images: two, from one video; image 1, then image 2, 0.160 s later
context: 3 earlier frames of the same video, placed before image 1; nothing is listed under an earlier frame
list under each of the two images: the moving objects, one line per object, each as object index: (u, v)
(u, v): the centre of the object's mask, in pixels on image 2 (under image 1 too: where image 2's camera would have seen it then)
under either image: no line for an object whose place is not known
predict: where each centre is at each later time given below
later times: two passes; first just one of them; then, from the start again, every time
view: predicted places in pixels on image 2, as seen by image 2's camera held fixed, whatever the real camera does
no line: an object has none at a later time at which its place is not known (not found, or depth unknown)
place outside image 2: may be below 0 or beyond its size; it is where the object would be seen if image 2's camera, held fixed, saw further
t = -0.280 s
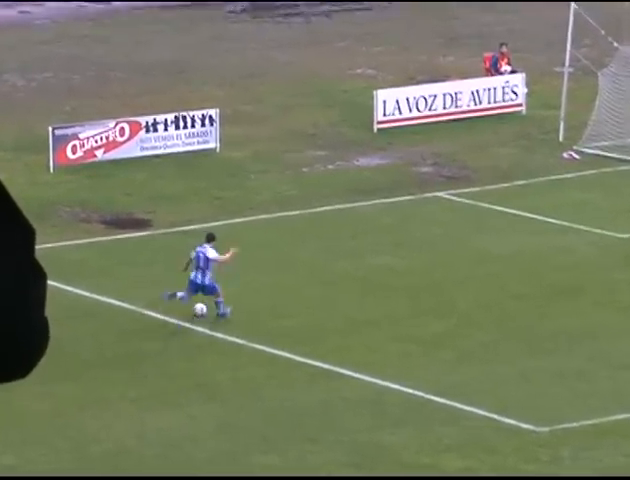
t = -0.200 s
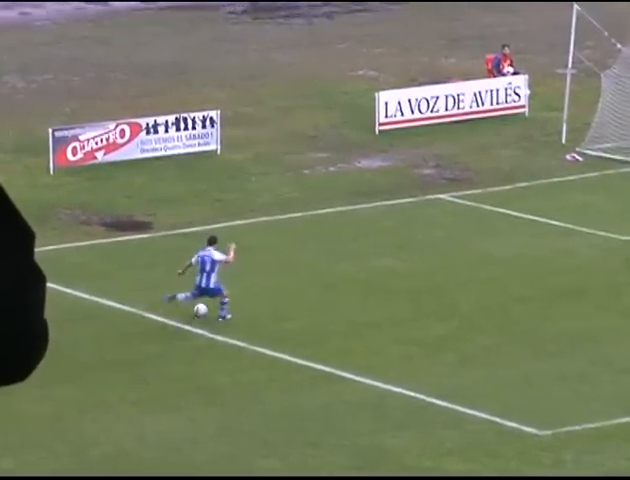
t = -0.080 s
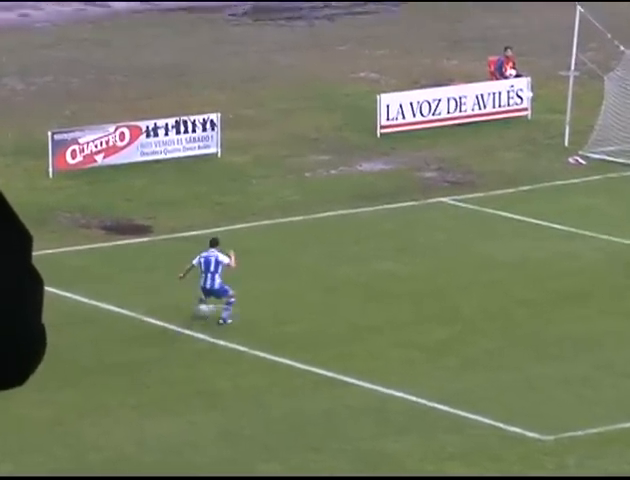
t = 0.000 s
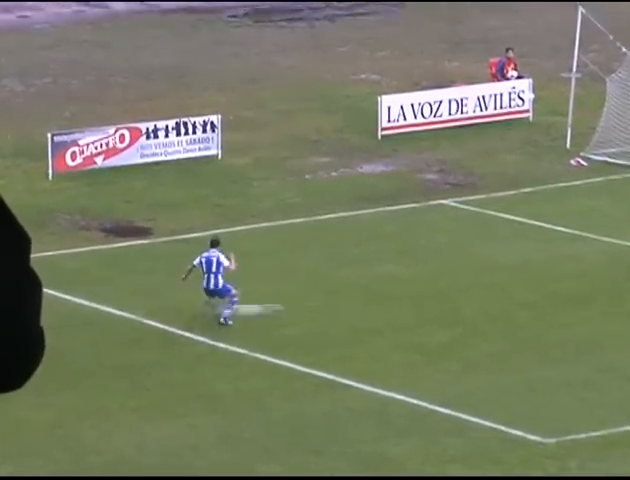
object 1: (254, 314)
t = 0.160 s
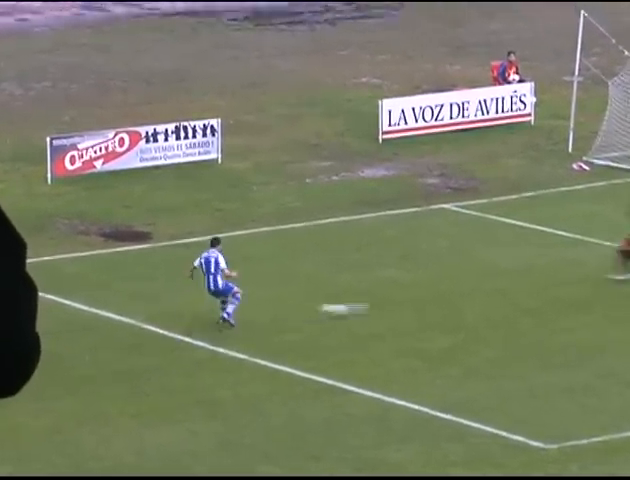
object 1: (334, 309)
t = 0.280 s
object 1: (398, 307)
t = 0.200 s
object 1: (356, 308)
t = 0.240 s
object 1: (377, 308)
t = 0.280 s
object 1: (398, 307)
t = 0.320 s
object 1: (418, 305)
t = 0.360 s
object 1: (438, 305)
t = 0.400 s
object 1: (459, 304)
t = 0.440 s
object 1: (479, 303)
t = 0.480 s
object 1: (497, 302)
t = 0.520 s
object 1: (517, 301)
